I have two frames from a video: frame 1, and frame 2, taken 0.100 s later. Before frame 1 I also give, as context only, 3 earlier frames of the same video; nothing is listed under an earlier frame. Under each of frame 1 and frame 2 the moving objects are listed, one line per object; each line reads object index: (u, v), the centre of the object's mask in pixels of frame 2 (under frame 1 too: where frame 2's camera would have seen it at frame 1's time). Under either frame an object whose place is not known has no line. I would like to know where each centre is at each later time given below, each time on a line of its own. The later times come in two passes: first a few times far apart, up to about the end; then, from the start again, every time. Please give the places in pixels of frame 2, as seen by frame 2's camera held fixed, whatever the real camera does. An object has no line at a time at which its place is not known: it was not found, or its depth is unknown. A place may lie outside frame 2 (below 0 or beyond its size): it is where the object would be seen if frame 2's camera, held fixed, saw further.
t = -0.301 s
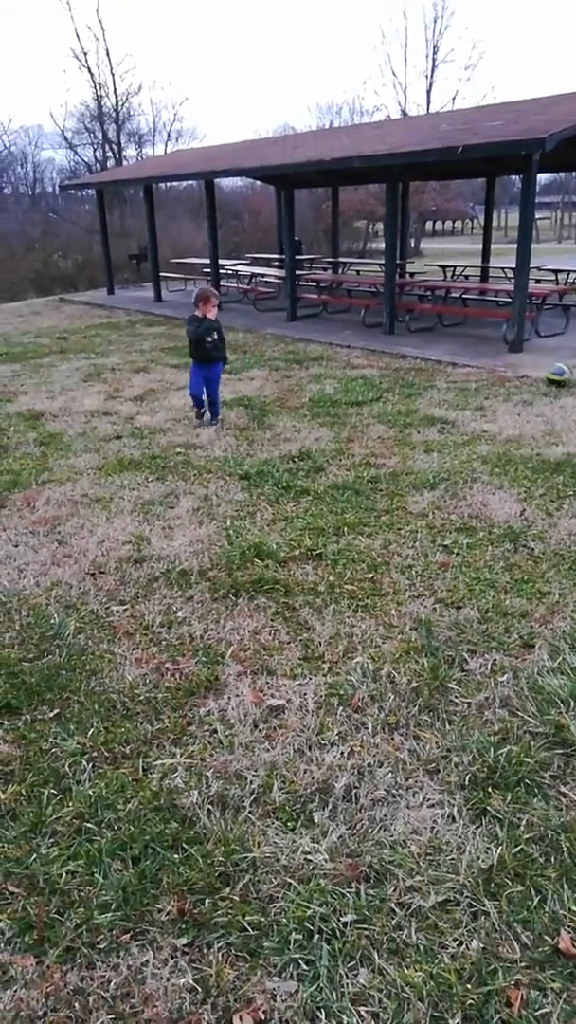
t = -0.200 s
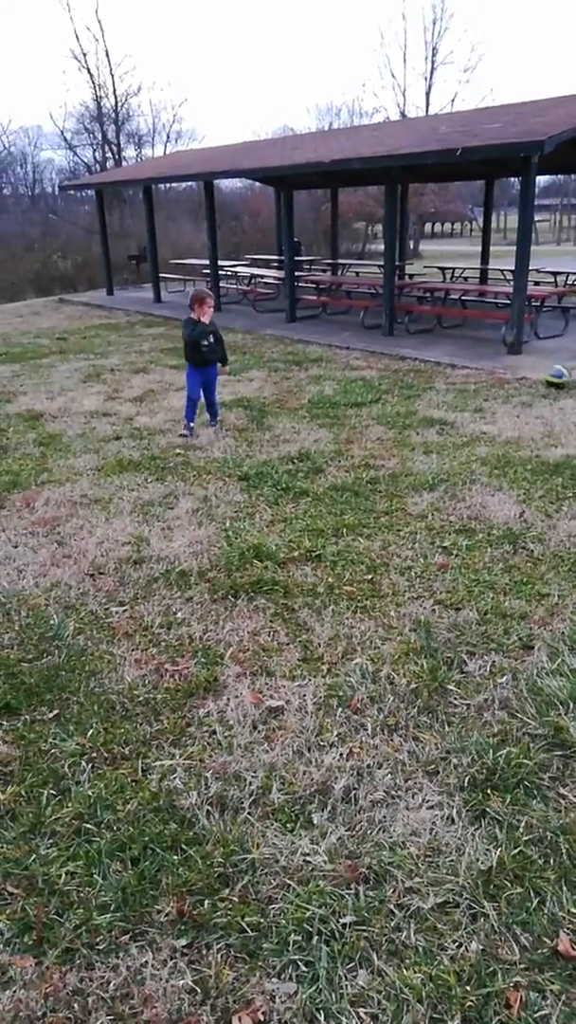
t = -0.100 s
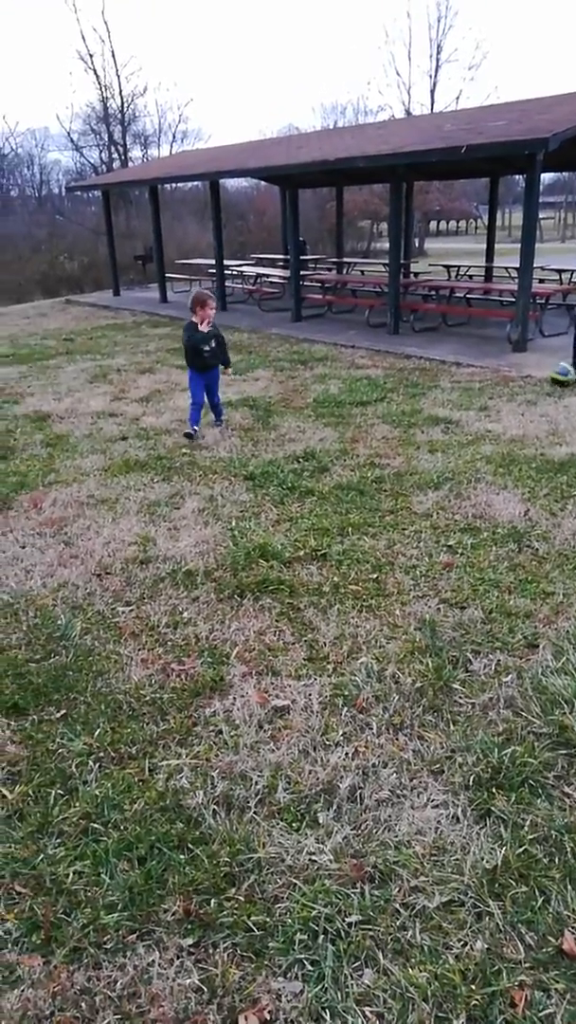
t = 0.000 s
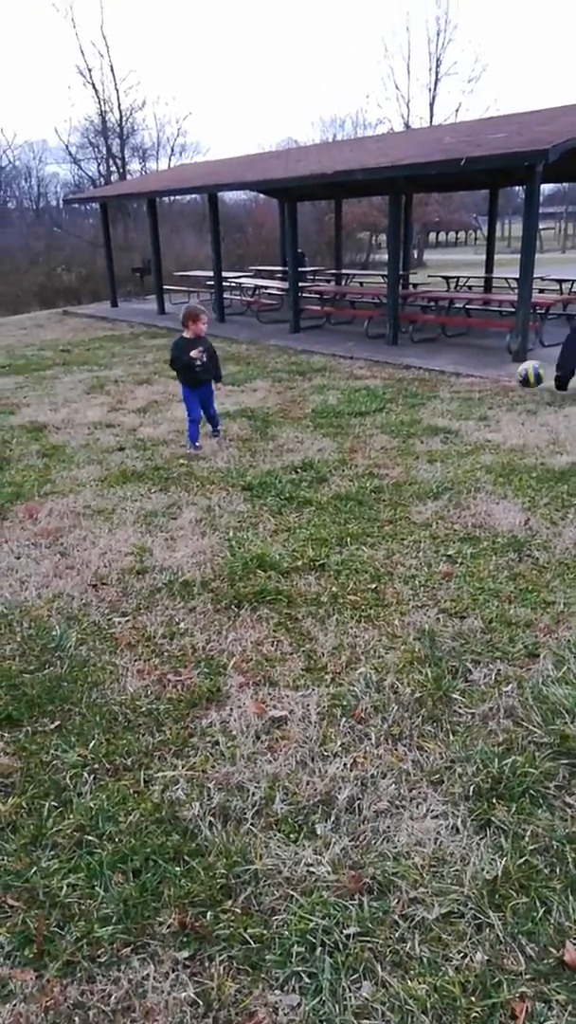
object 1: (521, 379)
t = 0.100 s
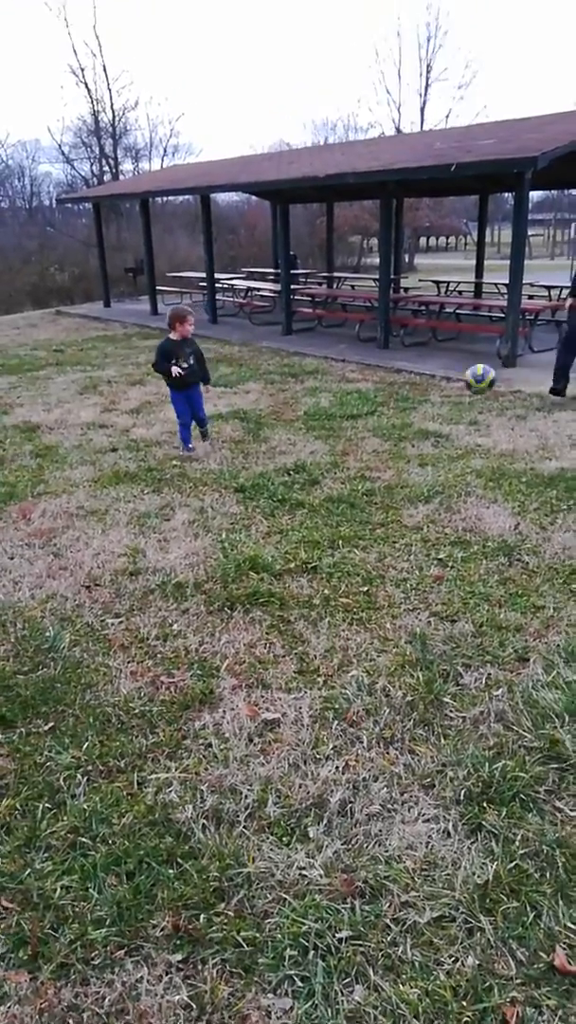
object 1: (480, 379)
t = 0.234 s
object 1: (412, 402)
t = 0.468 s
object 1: (223, 558)
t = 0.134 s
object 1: (464, 381)
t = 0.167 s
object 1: (448, 386)
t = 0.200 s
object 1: (430, 393)
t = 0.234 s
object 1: (412, 402)
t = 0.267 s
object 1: (391, 413)
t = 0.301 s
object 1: (367, 427)
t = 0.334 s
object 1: (344, 445)
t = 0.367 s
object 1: (316, 467)
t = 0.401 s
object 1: (289, 489)
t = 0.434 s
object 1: (258, 520)
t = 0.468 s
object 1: (223, 558)
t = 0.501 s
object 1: (194, 574)
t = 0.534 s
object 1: (167, 572)
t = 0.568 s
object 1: (138, 576)
